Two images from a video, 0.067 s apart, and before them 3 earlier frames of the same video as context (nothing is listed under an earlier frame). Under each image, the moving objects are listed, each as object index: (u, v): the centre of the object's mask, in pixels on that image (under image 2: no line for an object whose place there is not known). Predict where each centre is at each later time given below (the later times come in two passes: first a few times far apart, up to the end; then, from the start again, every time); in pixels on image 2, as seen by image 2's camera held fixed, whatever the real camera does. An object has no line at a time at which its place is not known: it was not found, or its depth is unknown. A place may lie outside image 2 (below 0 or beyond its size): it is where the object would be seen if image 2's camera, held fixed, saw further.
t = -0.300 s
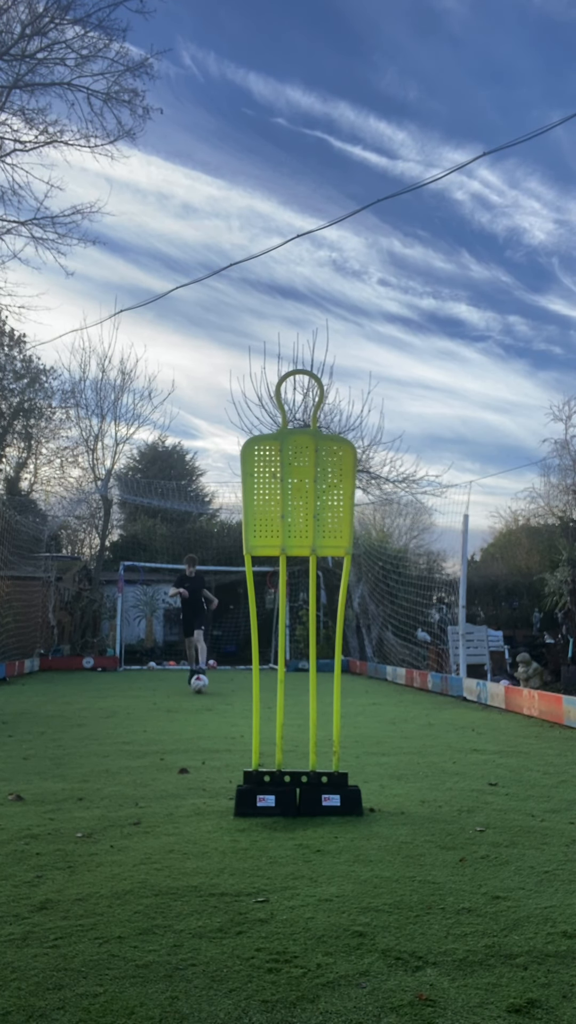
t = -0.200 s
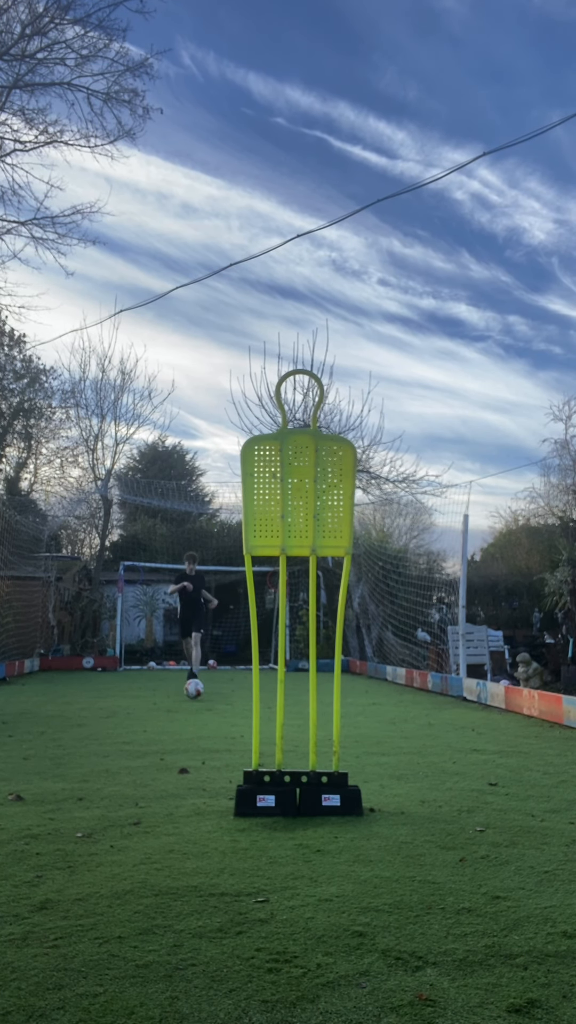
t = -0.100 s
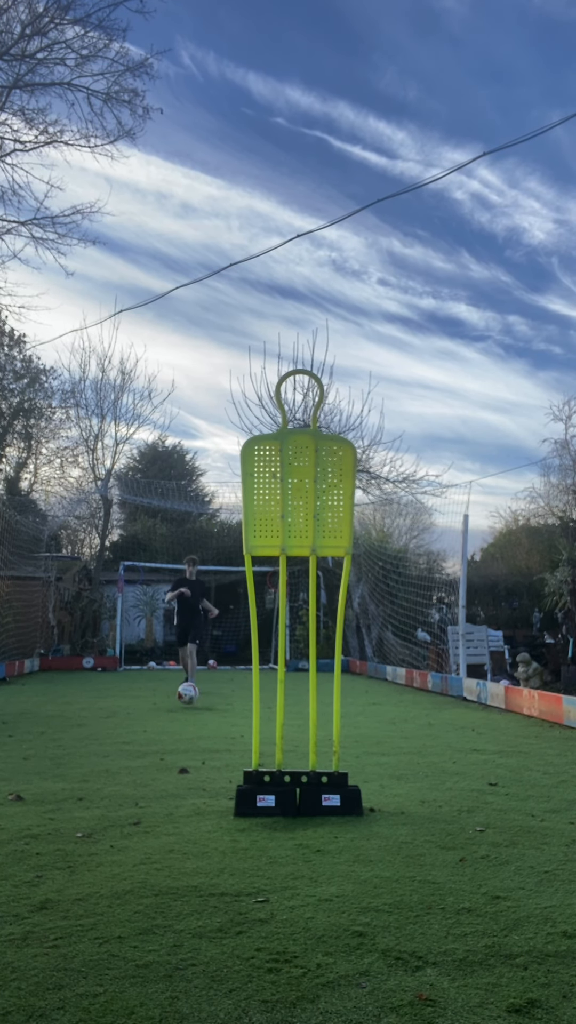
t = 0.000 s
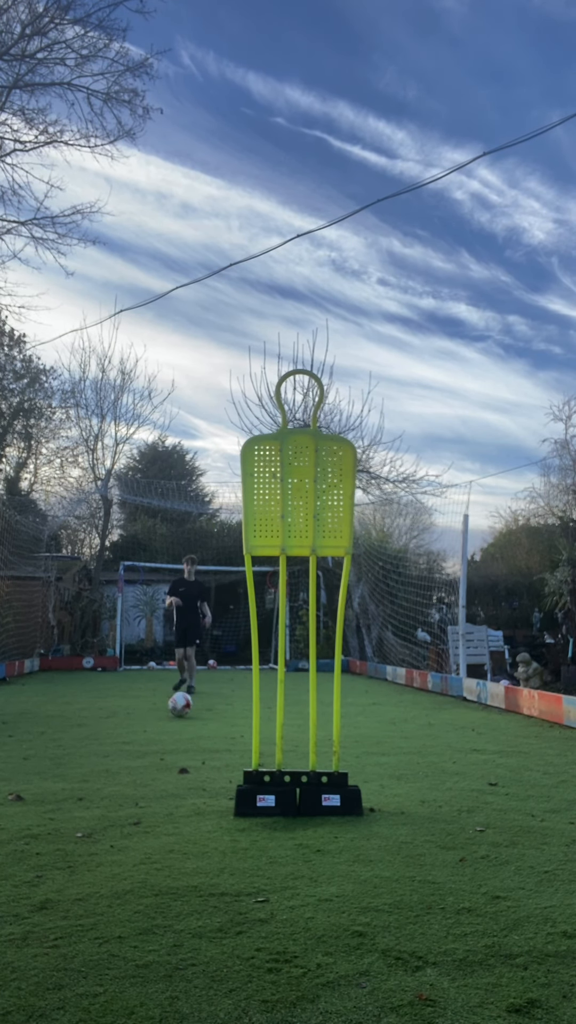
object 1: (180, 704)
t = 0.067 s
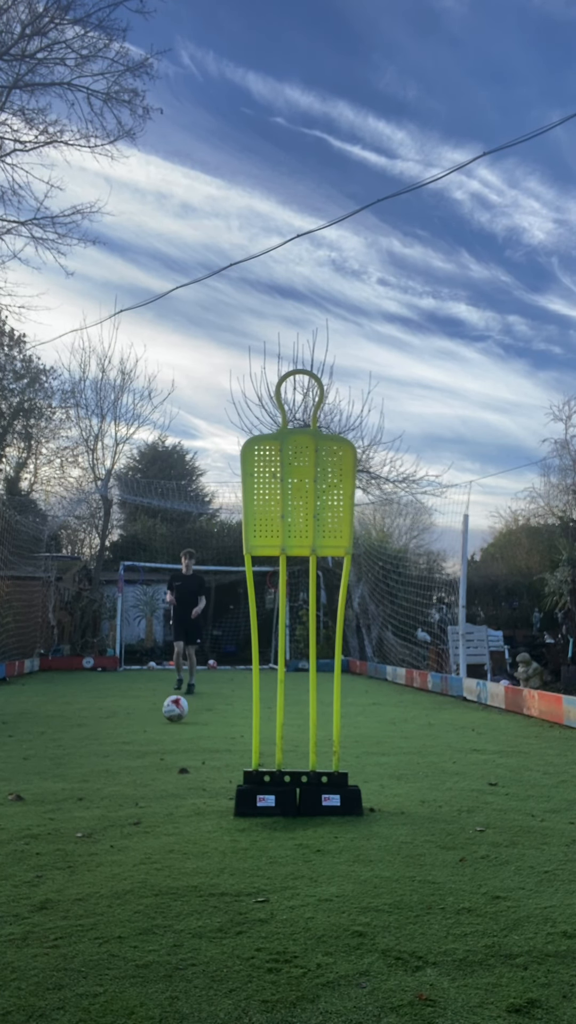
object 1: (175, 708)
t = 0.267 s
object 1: (158, 722)
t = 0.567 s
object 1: (118, 766)
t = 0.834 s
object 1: (54, 859)
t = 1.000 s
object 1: (15, 943)
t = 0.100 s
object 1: (173, 711)
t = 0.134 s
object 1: (170, 710)
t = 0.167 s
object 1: (168, 710)
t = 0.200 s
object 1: (165, 713)
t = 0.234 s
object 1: (162, 717)
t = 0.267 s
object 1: (158, 722)
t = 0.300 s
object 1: (155, 724)
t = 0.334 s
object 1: (151, 725)
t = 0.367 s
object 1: (147, 729)
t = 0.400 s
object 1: (143, 736)
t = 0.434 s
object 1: (139, 745)
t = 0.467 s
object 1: (135, 747)
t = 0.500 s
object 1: (130, 751)
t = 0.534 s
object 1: (125, 757)
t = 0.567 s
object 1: (118, 766)
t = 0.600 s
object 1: (111, 780)
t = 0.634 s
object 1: (105, 787)
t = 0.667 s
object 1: (99, 790)
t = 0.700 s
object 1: (92, 797)
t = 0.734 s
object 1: (84, 807)
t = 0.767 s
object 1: (75, 822)
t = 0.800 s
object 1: (64, 844)
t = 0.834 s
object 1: (54, 859)
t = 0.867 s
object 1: (43, 864)
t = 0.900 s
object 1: (35, 873)
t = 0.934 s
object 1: (28, 886)
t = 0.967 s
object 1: (22, 909)
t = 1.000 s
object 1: (15, 943)
